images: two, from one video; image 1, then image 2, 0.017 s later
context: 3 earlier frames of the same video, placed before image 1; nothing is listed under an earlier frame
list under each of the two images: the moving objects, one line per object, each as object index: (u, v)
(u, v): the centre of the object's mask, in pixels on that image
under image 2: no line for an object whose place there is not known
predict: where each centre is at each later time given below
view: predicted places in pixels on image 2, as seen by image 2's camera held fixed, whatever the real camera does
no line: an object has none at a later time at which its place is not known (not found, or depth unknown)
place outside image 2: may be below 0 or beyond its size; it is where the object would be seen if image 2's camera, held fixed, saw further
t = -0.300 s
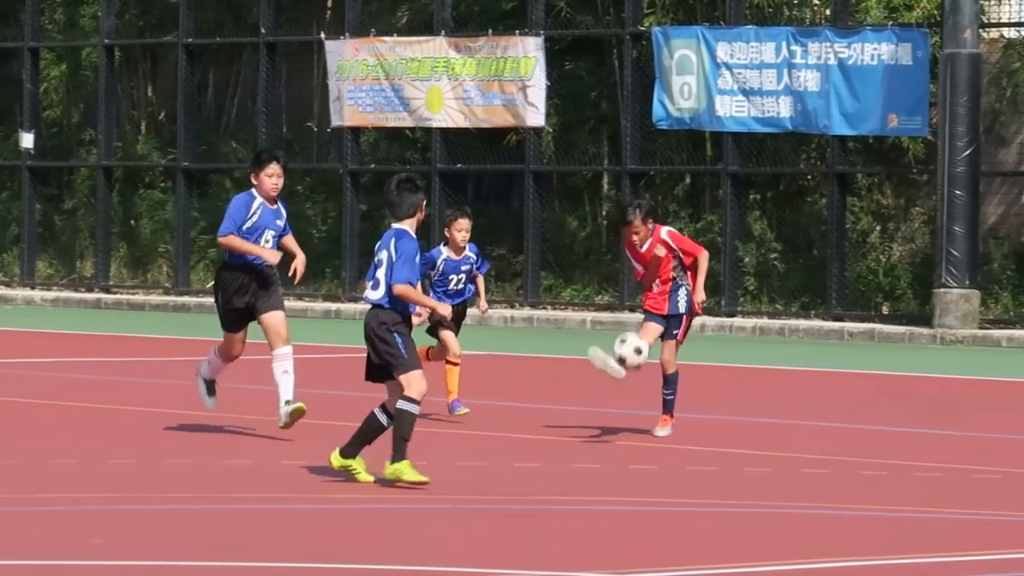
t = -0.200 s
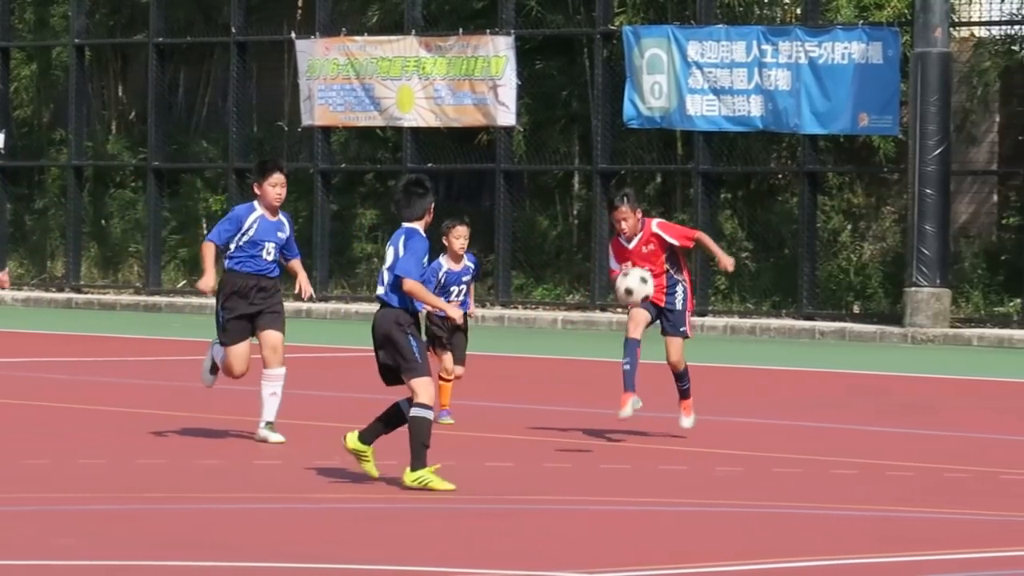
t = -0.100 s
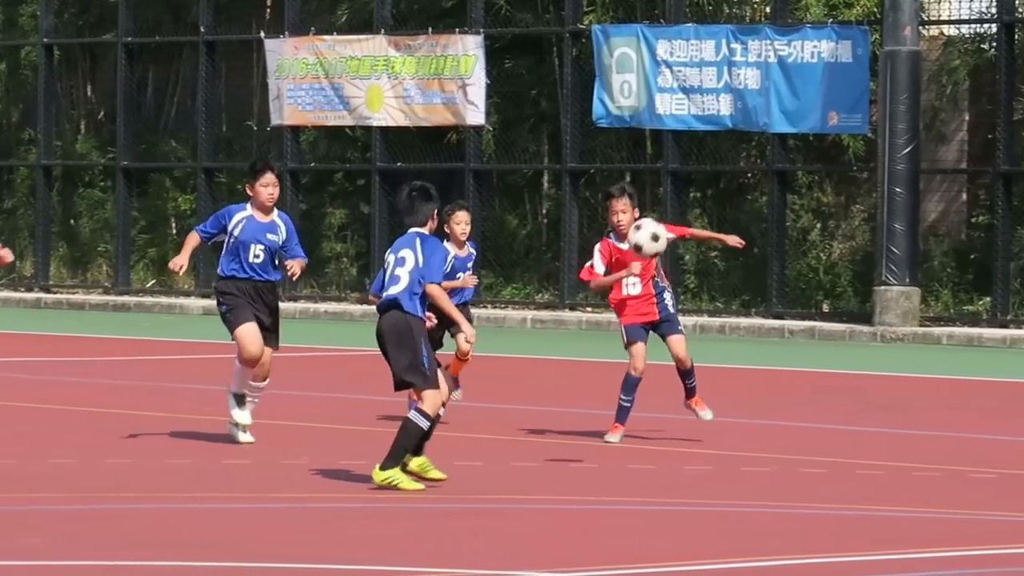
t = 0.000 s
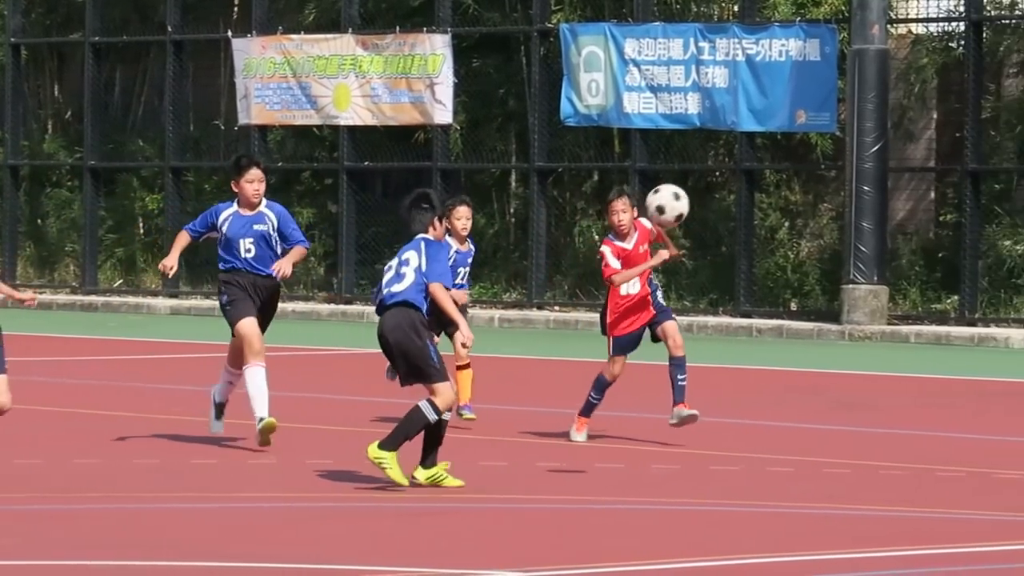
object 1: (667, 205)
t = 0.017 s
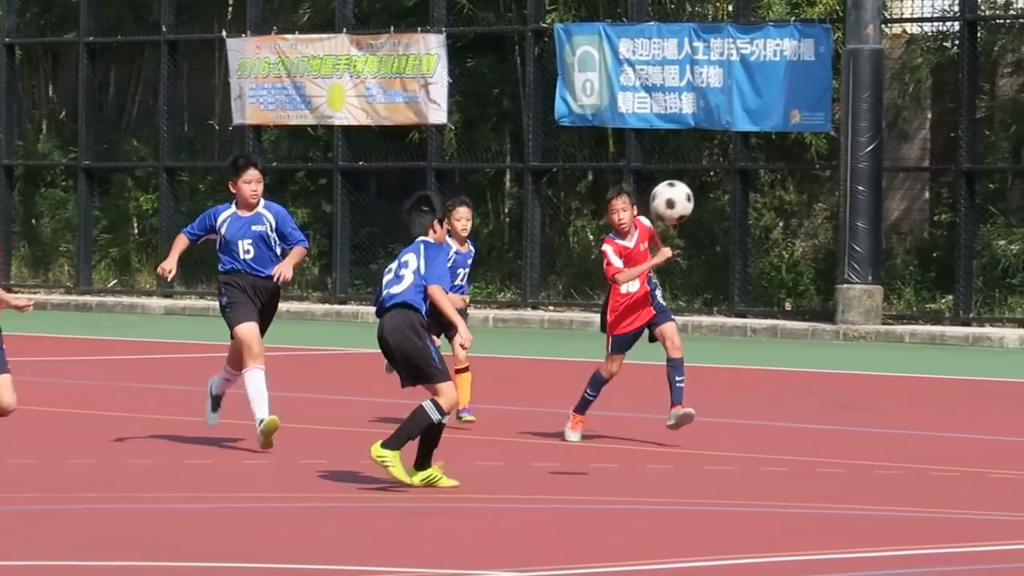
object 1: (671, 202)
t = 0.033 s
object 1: (683, 199)
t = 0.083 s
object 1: (720, 195)
